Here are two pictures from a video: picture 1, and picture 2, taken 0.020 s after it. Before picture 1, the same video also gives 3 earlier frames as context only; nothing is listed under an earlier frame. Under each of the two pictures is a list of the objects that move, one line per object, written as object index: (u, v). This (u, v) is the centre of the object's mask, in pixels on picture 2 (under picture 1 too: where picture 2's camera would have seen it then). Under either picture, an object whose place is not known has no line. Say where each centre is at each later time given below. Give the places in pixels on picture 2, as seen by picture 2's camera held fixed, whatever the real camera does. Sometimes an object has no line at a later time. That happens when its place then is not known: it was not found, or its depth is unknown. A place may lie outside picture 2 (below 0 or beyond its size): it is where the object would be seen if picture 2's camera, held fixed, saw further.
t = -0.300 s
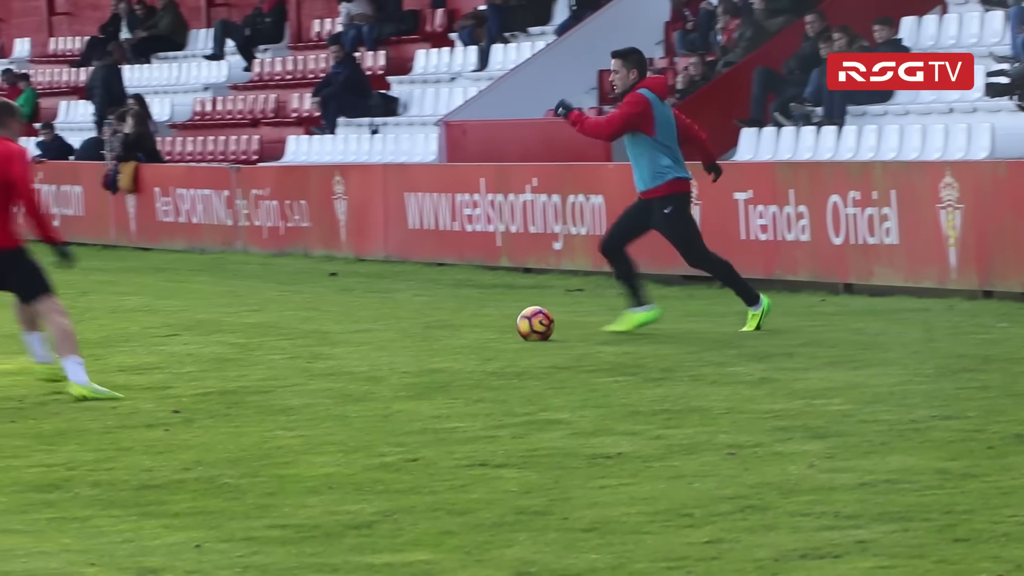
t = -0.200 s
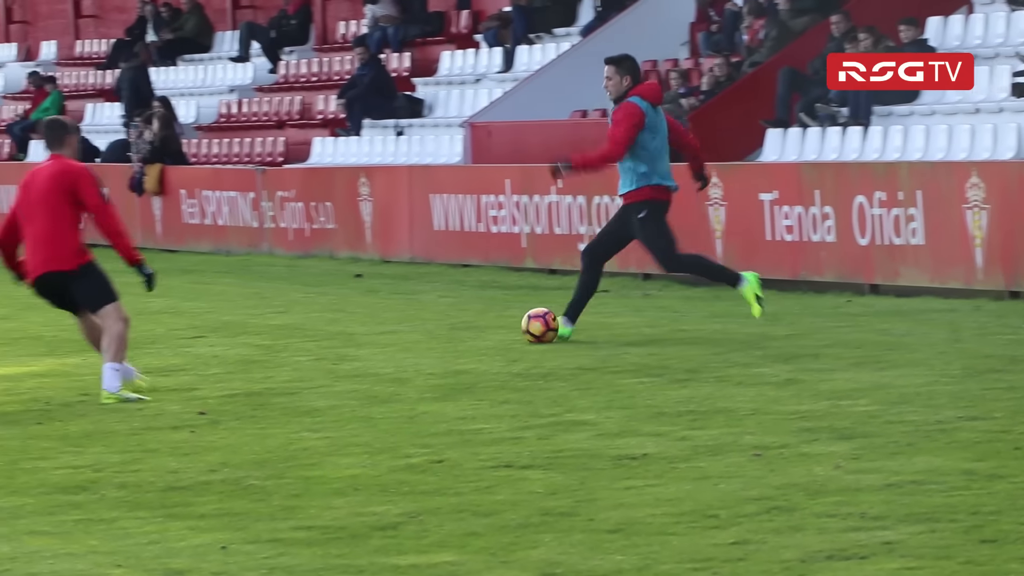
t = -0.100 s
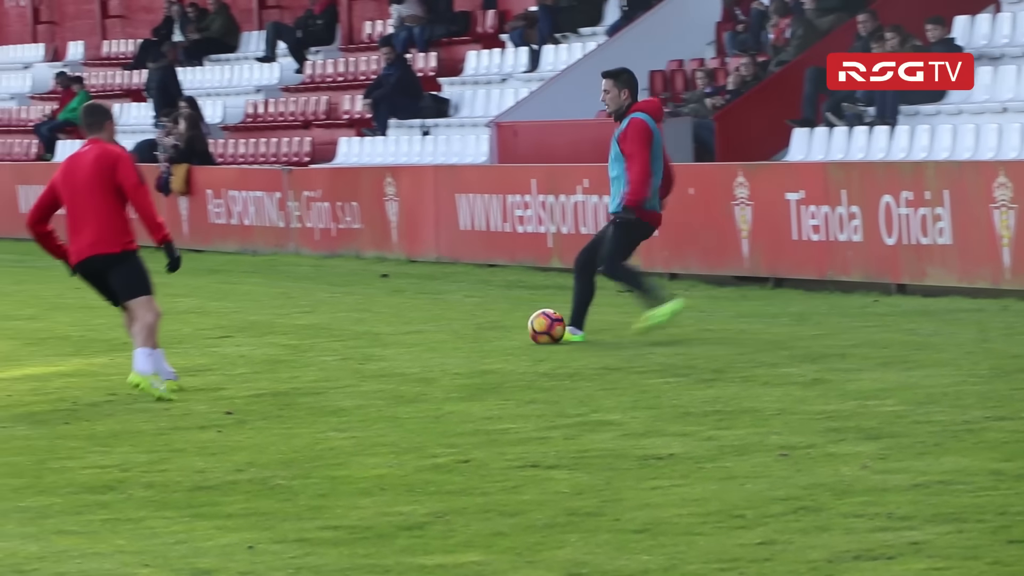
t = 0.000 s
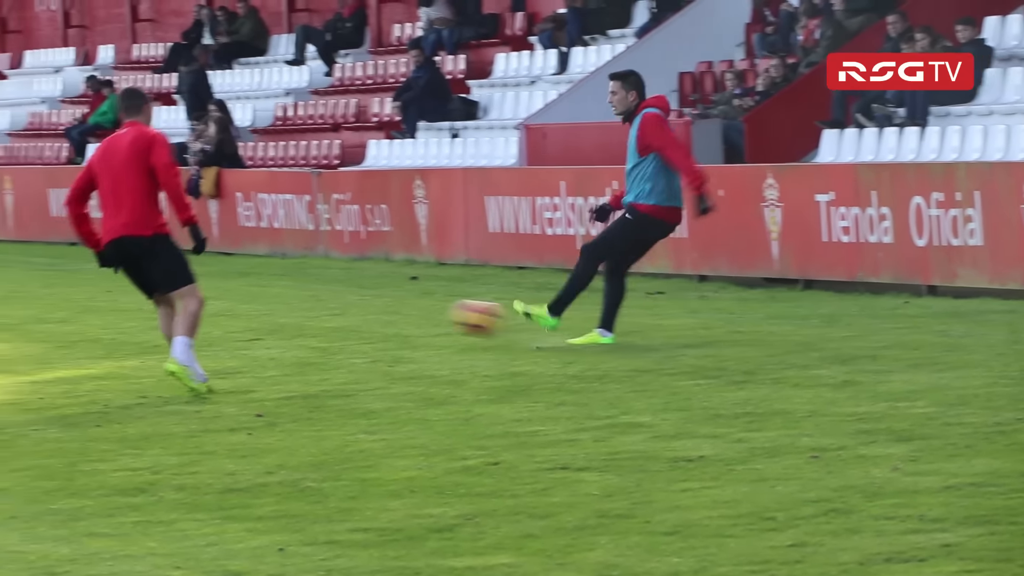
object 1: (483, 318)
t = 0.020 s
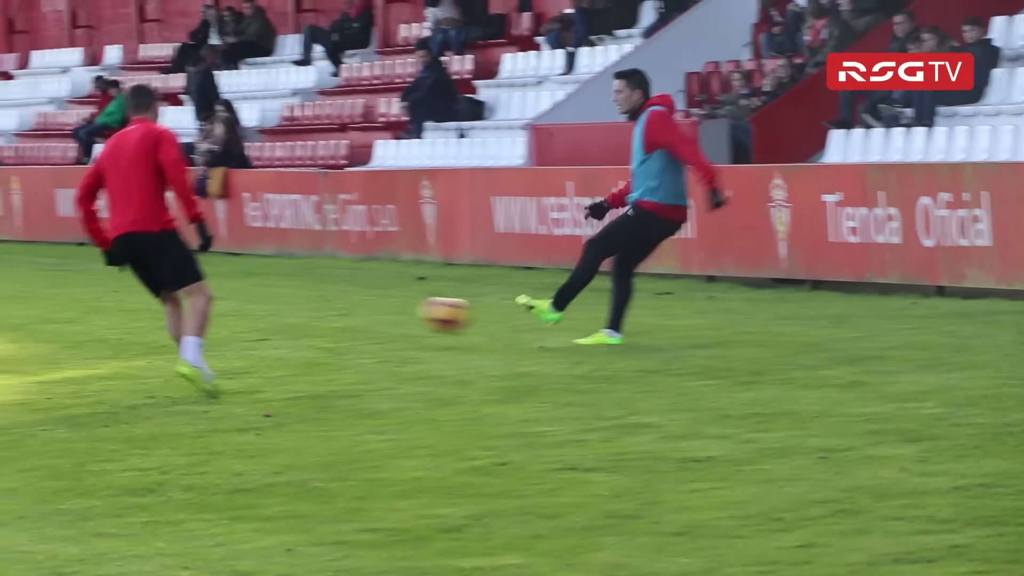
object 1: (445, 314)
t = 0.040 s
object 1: (407, 311)
